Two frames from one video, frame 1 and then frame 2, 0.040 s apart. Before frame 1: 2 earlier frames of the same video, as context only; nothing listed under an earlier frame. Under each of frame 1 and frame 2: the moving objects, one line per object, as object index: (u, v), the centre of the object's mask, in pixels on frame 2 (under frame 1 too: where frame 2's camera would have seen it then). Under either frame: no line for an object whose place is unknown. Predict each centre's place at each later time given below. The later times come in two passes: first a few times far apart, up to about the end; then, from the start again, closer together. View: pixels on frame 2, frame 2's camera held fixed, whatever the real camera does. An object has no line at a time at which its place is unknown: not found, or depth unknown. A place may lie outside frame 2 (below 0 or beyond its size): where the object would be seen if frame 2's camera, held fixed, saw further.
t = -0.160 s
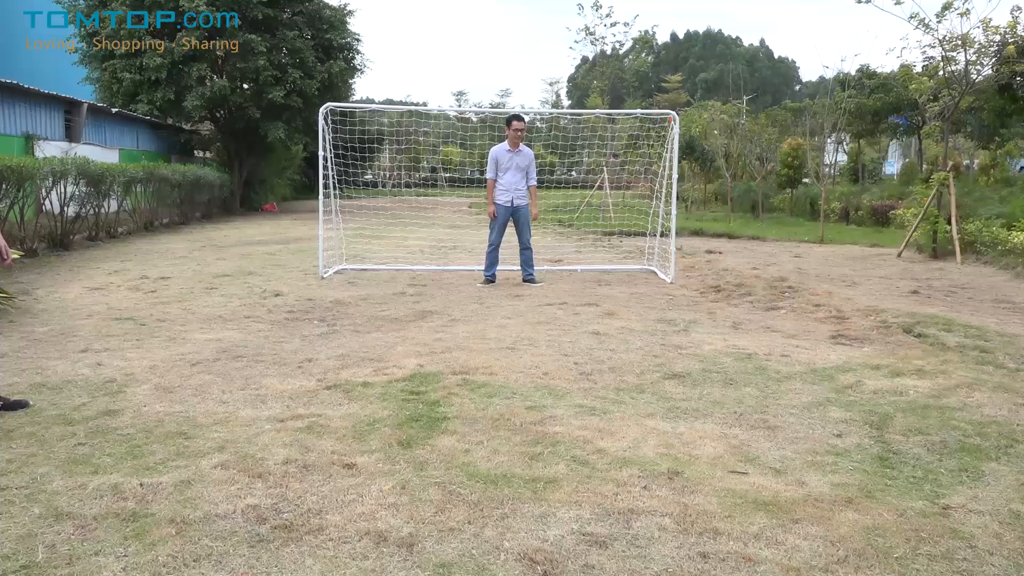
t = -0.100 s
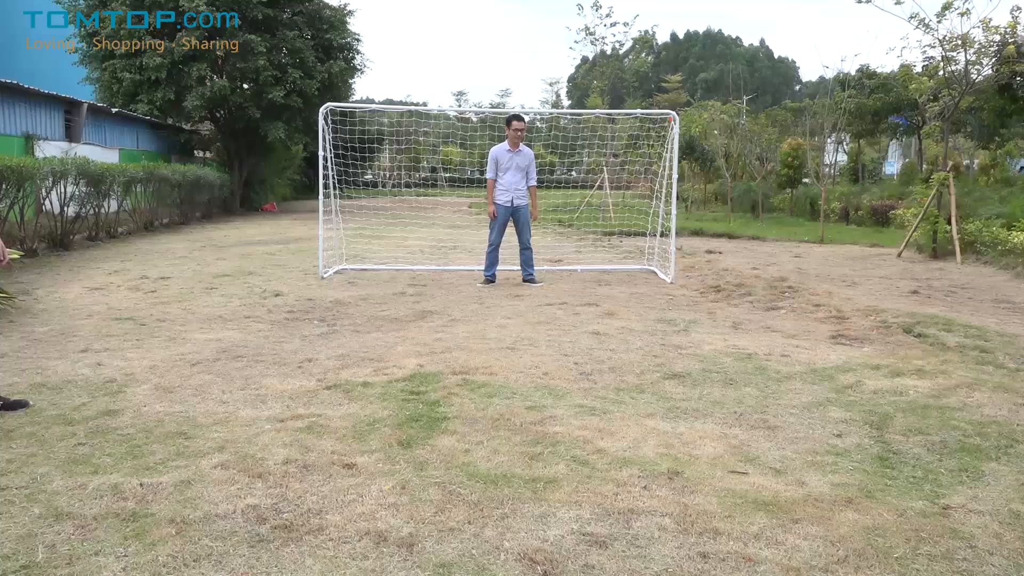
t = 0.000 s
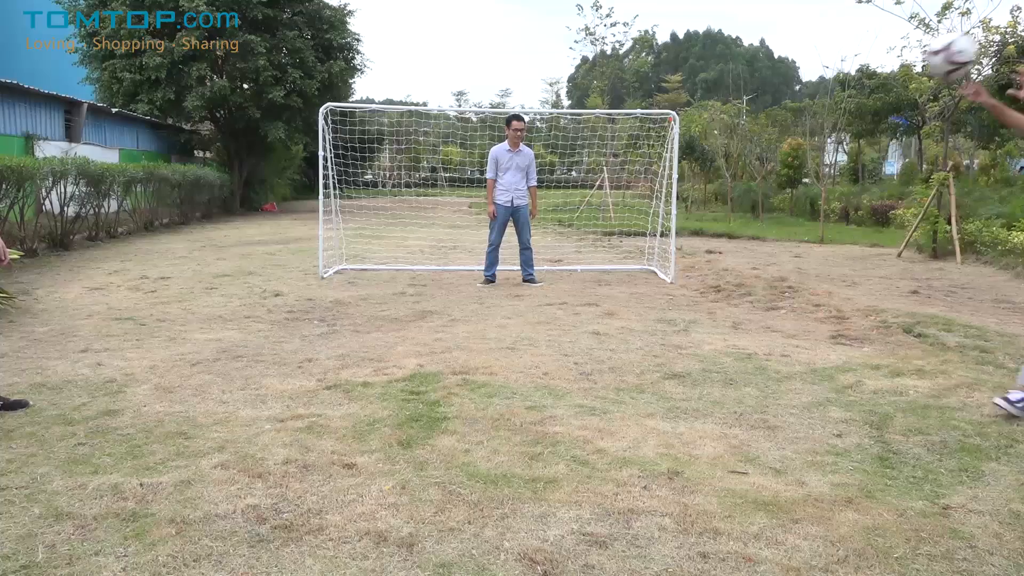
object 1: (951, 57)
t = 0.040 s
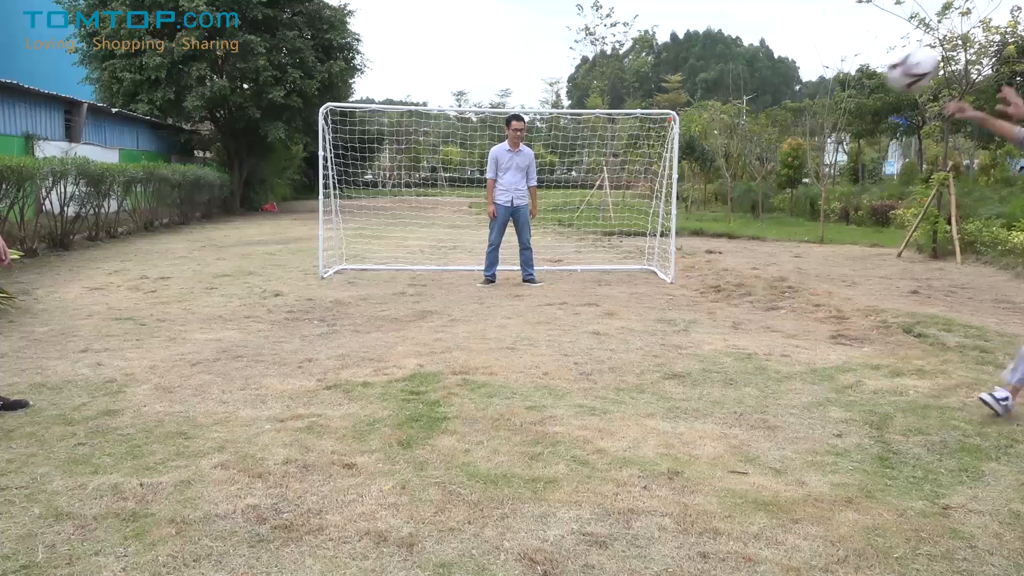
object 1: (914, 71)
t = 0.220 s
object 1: (728, 167)
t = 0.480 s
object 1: (489, 370)
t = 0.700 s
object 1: (385, 300)
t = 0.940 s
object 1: (276, 330)
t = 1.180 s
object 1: (168, 349)
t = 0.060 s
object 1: (889, 80)
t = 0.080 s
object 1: (870, 86)
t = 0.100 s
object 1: (850, 94)
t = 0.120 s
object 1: (829, 104)
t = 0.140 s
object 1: (810, 115)
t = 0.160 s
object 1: (789, 128)
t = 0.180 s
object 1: (769, 140)
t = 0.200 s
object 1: (749, 154)
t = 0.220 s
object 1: (728, 167)
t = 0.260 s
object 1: (690, 198)
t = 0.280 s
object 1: (670, 216)
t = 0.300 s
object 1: (649, 233)
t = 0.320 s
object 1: (629, 251)
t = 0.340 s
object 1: (610, 270)
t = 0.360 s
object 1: (590, 290)
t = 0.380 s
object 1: (570, 310)
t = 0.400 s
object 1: (551, 331)
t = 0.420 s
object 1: (532, 353)
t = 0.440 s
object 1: (513, 376)
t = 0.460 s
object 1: (499, 380)
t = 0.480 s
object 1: (489, 370)
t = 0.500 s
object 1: (480, 360)
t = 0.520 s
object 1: (470, 352)
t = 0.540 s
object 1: (460, 343)
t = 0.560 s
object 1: (451, 336)
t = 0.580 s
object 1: (442, 329)
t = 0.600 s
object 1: (432, 322)
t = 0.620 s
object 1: (423, 317)
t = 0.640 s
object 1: (414, 312)
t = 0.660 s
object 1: (405, 307)
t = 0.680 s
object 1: (396, 303)
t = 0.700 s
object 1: (385, 300)
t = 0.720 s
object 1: (375, 300)
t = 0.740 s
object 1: (367, 298)
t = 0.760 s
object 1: (359, 298)
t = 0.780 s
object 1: (348, 299)
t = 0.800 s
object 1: (338, 301)
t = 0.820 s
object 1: (329, 303)
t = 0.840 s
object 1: (320, 306)
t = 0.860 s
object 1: (311, 309)
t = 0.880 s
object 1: (303, 313)
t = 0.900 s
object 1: (294, 318)
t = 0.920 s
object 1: (285, 323)
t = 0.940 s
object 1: (276, 330)
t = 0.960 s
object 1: (268, 337)
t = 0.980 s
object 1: (259, 345)
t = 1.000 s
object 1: (250, 354)
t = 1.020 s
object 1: (241, 363)
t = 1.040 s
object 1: (232, 374)
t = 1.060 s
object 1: (223, 378)
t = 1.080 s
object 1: (214, 372)
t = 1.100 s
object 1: (205, 365)
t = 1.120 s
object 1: (196, 360)
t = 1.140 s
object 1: (187, 356)
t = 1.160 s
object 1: (178, 353)
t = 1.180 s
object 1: (168, 349)
